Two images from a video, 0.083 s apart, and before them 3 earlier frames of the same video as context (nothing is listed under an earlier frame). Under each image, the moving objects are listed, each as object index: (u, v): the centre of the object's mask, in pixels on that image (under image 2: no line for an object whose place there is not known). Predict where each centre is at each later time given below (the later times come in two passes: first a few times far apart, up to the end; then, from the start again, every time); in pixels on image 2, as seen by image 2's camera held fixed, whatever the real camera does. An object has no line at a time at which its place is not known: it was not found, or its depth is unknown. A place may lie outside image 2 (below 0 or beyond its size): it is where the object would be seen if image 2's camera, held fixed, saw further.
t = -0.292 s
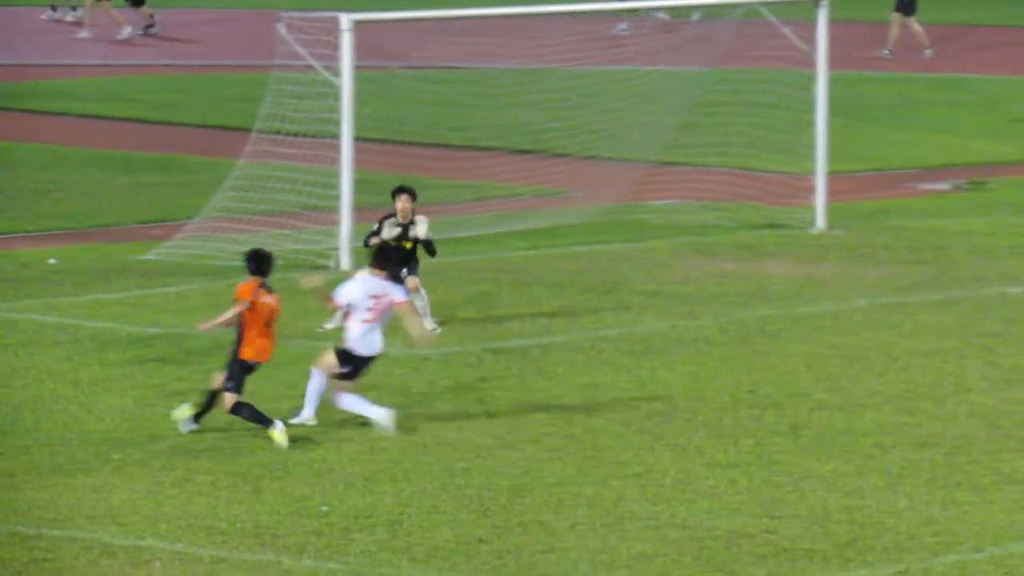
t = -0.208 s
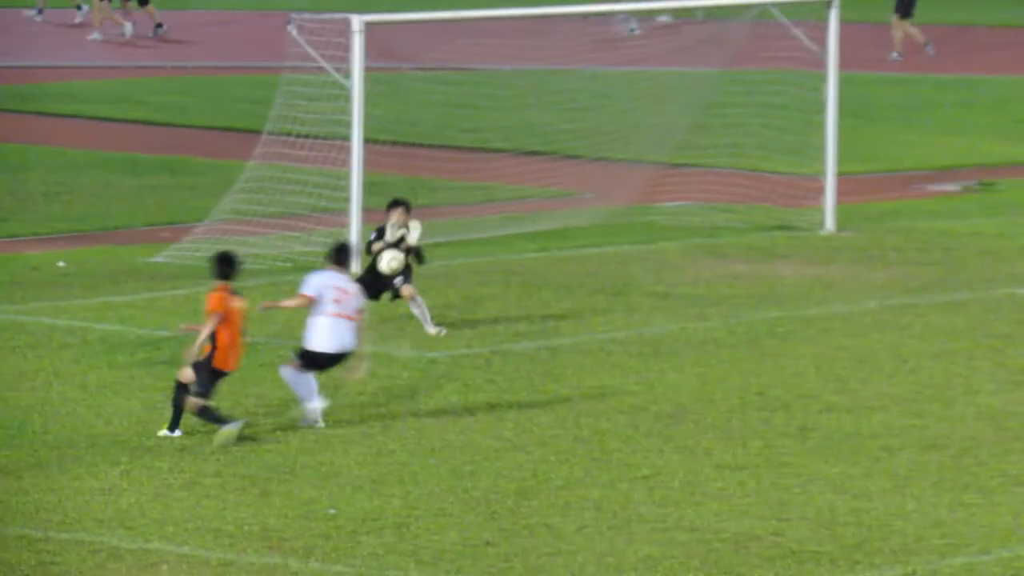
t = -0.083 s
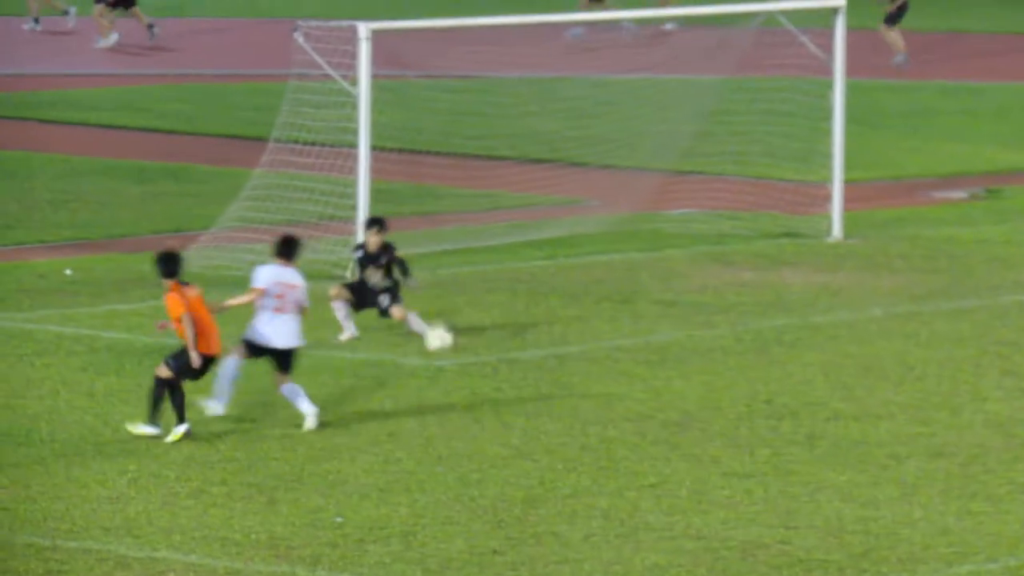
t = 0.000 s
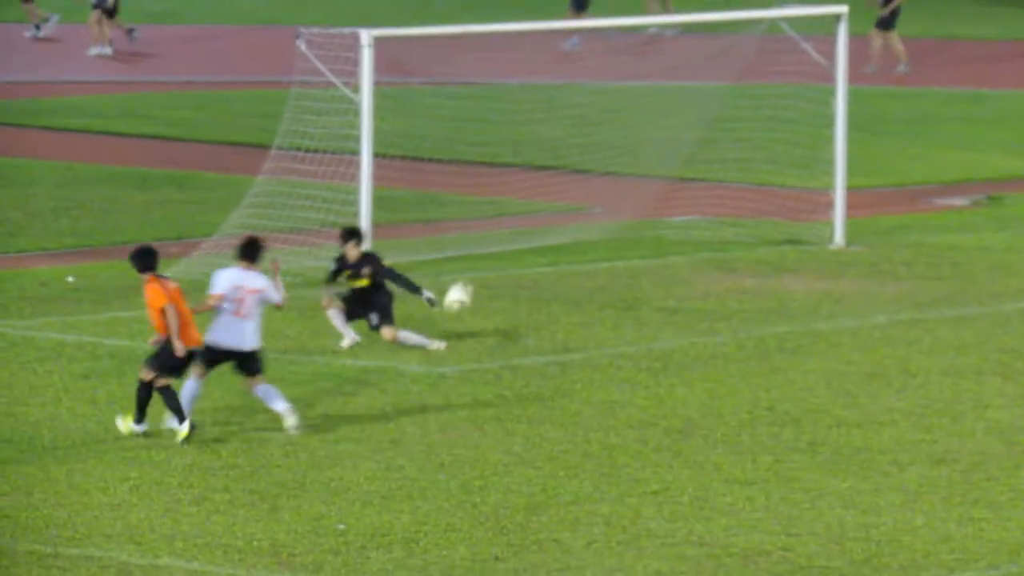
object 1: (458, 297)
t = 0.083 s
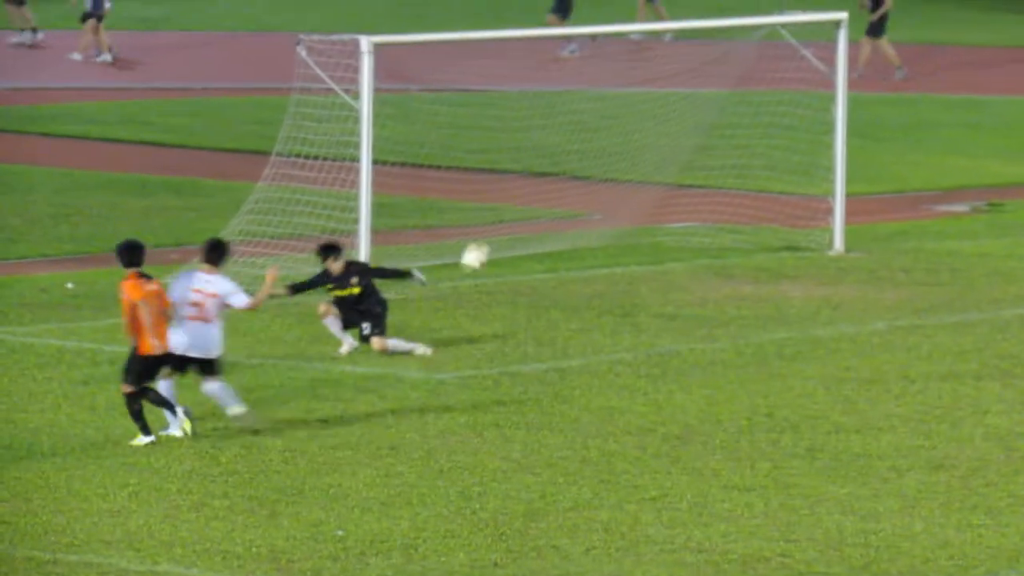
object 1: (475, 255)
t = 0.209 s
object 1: (500, 202)
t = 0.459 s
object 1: (550, 148)
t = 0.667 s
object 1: (591, 161)
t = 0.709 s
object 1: (598, 170)
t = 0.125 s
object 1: (483, 237)
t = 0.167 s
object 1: (491, 218)
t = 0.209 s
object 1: (500, 202)
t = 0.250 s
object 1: (509, 188)
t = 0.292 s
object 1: (517, 176)
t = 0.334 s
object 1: (526, 166)
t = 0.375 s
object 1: (534, 158)
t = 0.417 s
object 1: (542, 152)
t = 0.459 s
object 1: (550, 148)
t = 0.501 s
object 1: (558, 146)
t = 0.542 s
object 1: (567, 146)
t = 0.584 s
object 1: (575, 149)
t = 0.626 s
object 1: (583, 154)
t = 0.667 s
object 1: (591, 161)
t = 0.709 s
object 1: (598, 170)
